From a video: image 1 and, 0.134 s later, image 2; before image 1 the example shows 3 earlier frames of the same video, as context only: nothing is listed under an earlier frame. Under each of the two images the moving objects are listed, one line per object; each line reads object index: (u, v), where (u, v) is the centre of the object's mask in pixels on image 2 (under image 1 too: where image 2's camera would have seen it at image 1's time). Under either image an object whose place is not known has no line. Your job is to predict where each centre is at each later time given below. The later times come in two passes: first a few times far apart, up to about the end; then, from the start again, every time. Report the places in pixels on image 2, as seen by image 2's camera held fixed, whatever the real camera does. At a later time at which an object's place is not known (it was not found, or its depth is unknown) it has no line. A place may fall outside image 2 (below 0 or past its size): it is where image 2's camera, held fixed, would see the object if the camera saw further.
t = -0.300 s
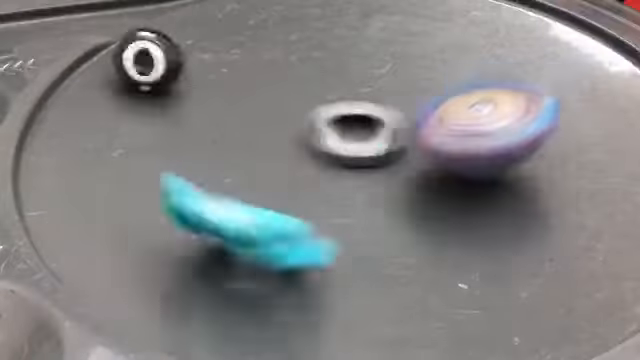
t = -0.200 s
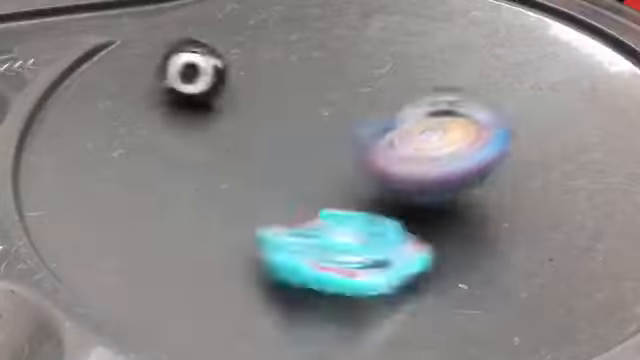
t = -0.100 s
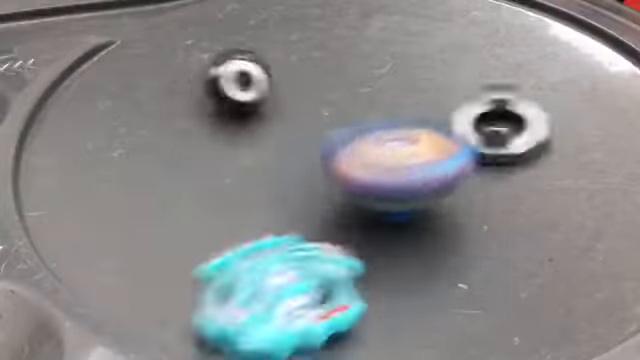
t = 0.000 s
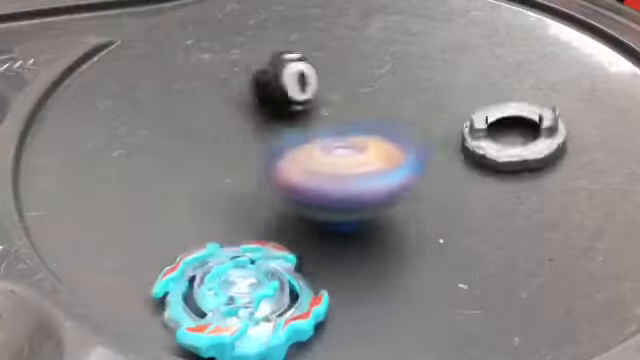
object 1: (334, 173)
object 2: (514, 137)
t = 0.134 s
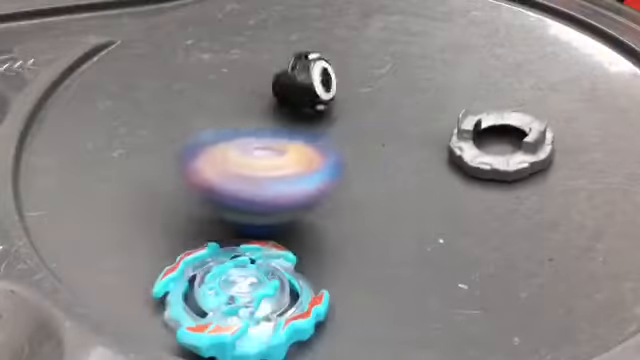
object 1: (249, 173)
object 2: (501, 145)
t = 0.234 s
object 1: (195, 165)
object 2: (499, 145)
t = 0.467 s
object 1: (116, 133)
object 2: (499, 145)
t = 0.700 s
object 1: (176, 99)
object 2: (499, 145)
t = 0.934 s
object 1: (245, 70)
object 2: (498, 145)
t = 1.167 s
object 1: (320, 47)
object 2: (497, 146)
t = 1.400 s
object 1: (374, 35)
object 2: (495, 155)
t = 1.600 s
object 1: (334, 48)
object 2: (492, 156)
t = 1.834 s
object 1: (331, 95)
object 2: (496, 155)
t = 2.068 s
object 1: (380, 136)
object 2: (494, 157)
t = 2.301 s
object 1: (359, 131)
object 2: (566, 125)
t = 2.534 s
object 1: (279, 133)
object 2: (555, 122)
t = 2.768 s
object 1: (236, 135)
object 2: (535, 126)
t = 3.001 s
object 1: (283, 126)
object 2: (527, 128)
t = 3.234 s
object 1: (338, 100)
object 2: (527, 128)
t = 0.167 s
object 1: (230, 172)
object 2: (499, 145)
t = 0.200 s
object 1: (212, 169)
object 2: (499, 145)
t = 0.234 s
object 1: (195, 165)
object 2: (499, 145)
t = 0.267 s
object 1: (179, 161)
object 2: (499, 145)
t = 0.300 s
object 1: (169, 157)
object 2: (499, 145)
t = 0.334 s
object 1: (156, 153)
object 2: (499, 145)
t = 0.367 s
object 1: (146, 149)
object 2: (499, 145)
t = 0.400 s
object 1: (129, 144)
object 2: (499, 145)
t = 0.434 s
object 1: (121, 138)
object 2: (499, 145)
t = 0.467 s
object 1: (116, 133)
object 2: (499, 145)
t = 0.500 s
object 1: (125, 127)
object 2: (499, 145)
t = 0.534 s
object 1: (127, 123)
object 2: (499, 145)
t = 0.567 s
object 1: (132, 117)
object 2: (499, 145)
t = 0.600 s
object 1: (142, 113)
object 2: (499, 145)
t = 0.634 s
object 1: (152, 109)
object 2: (499, 145)
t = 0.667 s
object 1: (165, 104)
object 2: (499, 145)
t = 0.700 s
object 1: (176, 99)
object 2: (499, 145)
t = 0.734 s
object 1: (189, 94)
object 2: (499, 145)
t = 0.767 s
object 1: (201, 89)
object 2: (499, 145)
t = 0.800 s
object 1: (205, 86)
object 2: (499, 146)
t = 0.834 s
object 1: (213, 83)
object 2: (499, 145)
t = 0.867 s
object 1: (223, 79)
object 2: (499, 146)
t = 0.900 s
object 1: (234, 75)
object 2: (499, 145)
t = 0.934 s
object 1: (245, 70)
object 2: (498, 145)
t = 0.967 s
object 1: (255, 66)
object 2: (498, 146)
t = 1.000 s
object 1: (266, 63)
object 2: (497, 146)
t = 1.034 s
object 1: (276, 59)
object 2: (497, 146)
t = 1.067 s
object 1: (288, 56)
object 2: (497, 146)
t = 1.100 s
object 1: (299, 52)
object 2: (497, 146)
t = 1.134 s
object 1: (310, 48)
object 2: (497, 146)
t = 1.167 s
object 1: (320, 47)
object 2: (497, 146)
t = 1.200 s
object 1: (330, 45)
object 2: (497, 146)
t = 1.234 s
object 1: (341, 42)
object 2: (497, 146)
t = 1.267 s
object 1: (352, 41)
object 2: (496, 147)
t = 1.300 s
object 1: (363, 40)
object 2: (494, 148)
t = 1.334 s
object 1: (373, 39)
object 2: (493, 148)
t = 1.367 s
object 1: (378, 37)
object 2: (495, 151)
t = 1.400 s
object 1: (374, 35)
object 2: (495, 155)
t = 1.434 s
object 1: (367, 33)
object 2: (493, 156)
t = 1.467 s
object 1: (358, 33)
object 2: (493, 156)
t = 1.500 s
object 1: (350, 34)
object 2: (493, 156)
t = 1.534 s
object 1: (343, 36)
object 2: (492, 156)
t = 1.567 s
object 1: (337, 40)
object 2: (492, 156)
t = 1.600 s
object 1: (334, 48)
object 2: (492, 156)
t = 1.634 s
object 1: (329, 54)
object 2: (492, 156)
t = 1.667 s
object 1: (325, 60)
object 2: (493, 157)
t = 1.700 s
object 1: (323, 66)
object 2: (492, 157)
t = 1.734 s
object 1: (324, 74)
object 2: (492, 157)
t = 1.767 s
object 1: (325, 81)
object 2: (492, 157)
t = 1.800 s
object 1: (326, 89)
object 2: (495, 156)
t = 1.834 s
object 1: (331, 95)
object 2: (496, 155)
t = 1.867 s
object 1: (335, 102)
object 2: (496, 154)
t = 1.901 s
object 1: (340, 107)
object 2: (494, 155)
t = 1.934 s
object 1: (347, 113)
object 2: (493, 155)
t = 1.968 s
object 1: (353, 118)
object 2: (493, 155)
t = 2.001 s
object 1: (362, 126)
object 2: (492, 156)
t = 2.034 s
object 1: (372, 133)
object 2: (491, 157)
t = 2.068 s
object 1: (380, 136)
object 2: (494, 157)
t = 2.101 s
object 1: (390, 140)
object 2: (499, 159)
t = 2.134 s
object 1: (403, 140)
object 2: (508, 162)
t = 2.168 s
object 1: (409, 138)
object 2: (507, 162)
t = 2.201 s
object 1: (415, 134)
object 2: (511, 161)
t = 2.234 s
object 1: (394, 131)
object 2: (524, 140)
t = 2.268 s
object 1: (372, 131)
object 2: (549, 130)
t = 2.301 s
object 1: (359, 131)
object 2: (566, 125)
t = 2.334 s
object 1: (349, 132)
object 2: (574, 121)
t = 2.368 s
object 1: (336, 134)
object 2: (575, 119)
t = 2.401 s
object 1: (325, 134)
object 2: (572, 119)
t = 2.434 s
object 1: (313, 135)
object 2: (568, 119)
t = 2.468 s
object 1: (301, 135)
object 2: (564, 120)
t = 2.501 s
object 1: (291, 135)
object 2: (559, 121)
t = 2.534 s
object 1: (279, 133)
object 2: (555, 122)
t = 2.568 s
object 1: (268, 131)
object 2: (551, 123)
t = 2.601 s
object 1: (260, 132)
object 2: (547, 124)
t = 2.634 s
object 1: (251, 132)
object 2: (543, 124)
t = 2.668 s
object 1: (244, 132)
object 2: (540, 125)
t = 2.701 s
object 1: (239, 134)
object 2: (537, 125)
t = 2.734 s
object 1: (236, 134)
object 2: (536, 126)
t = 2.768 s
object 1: (236, 135)
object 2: (535, 126)
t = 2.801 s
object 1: (239, 136)
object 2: (534, 126)
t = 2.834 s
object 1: (243, 136)
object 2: (533, 126)
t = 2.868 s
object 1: (249, 136)
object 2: (532, 127)
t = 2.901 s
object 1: (257, 135)
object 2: (531, 127)
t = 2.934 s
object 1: (266, 132)
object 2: (530, 127)
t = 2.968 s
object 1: (274, 130)
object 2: (528, 127)
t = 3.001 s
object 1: (283, 126)
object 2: (527, 128)
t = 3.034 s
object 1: (290, 122)
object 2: (527, 128)
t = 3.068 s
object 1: (298, 119)
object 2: (527, 128)
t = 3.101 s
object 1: (306, 114)
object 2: (527, 128)
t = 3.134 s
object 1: (313, 110)
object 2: (527, 128)
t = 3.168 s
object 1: (324, 107)
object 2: (527, 128)
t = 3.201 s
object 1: (330, 105)
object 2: (527, 128)
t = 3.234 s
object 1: (338, 100)
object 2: (527, 128)
